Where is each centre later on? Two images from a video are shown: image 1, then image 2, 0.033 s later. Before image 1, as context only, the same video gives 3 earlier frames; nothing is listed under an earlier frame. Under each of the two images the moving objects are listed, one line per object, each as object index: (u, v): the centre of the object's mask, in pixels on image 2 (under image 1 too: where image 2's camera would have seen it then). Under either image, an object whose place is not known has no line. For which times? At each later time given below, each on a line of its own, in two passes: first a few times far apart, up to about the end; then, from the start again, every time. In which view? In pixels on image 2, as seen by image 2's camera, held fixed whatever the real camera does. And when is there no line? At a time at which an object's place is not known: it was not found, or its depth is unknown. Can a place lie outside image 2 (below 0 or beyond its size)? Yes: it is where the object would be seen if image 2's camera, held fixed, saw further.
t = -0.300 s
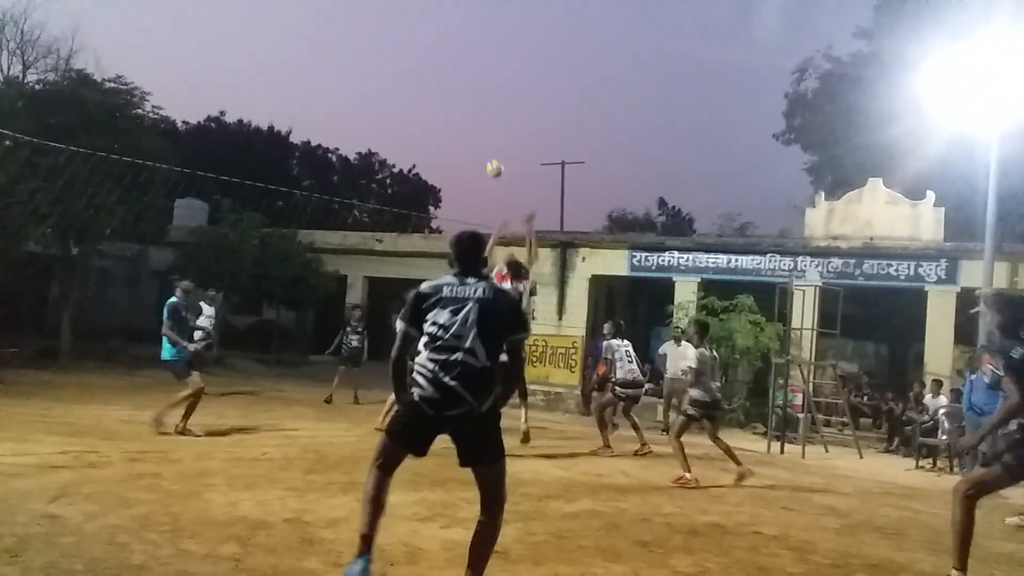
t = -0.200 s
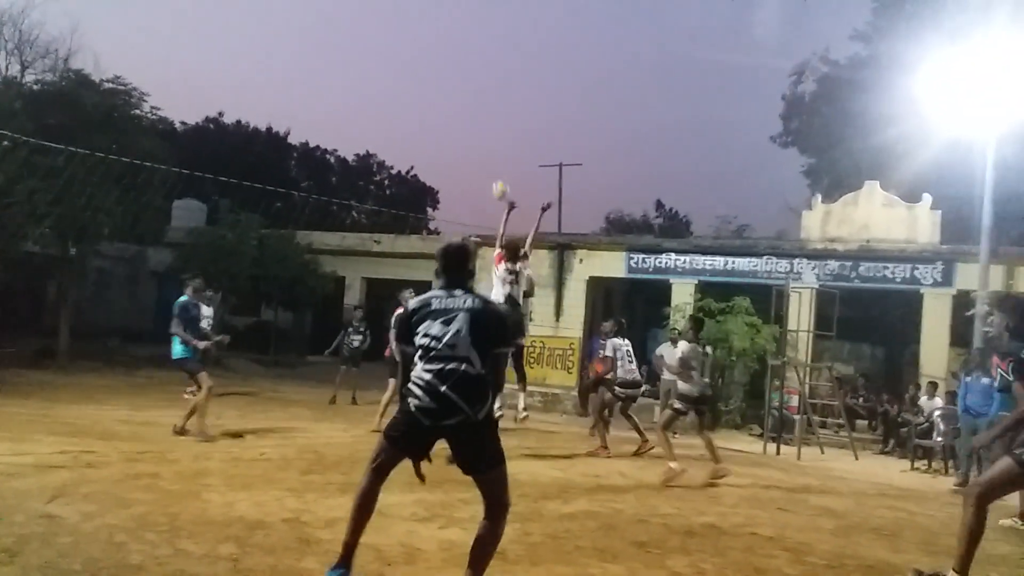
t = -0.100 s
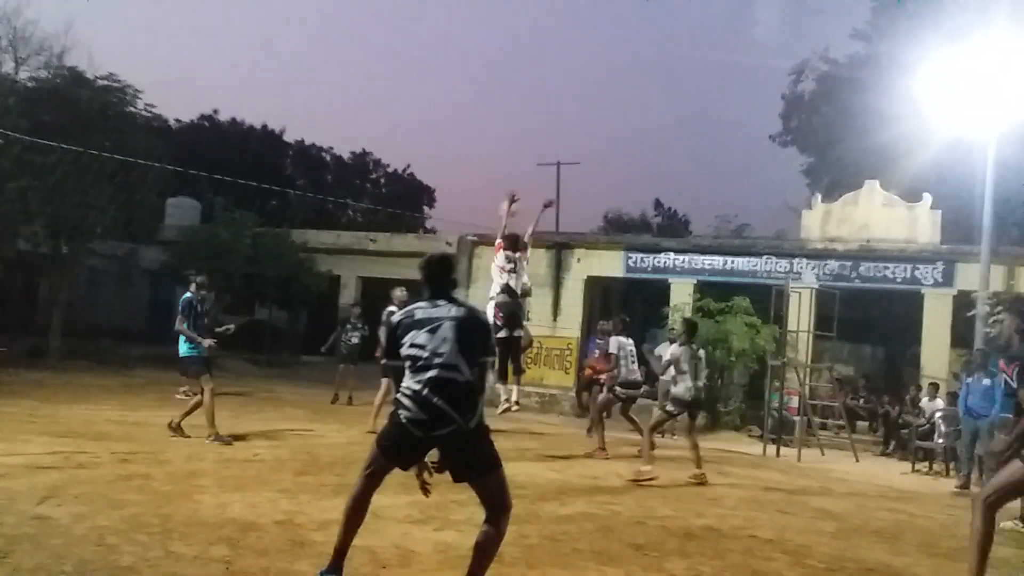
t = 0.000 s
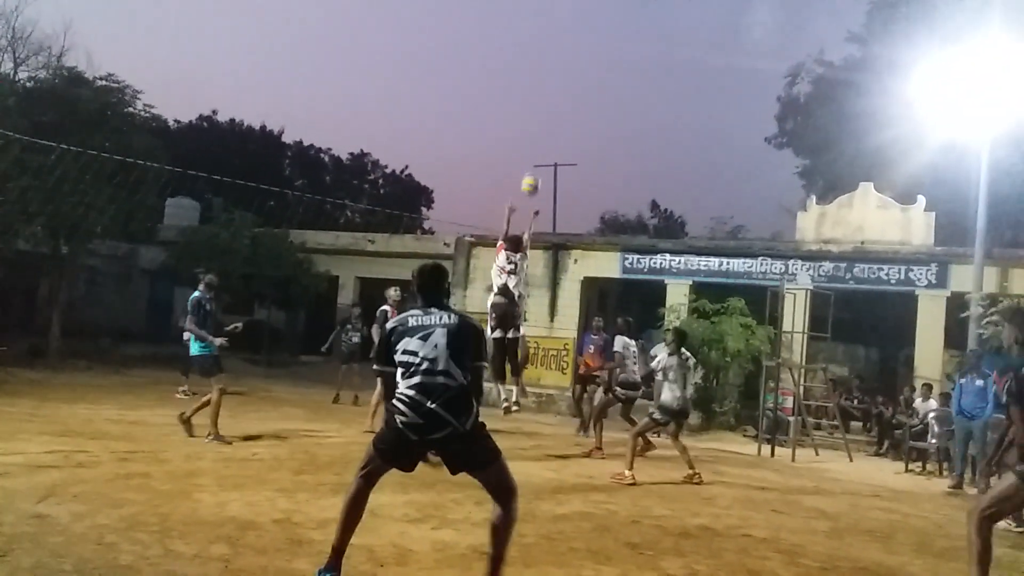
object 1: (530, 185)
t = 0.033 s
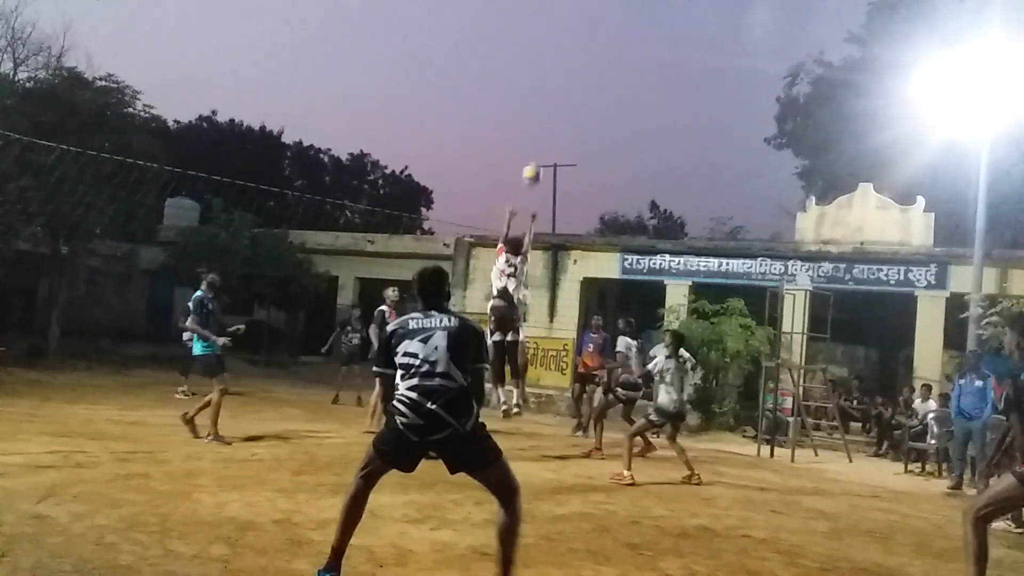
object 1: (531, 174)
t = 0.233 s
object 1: (546, 124)
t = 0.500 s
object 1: (573, 125)
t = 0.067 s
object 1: (534, 163)
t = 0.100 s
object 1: (536, 154)
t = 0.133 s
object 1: (538, 145)
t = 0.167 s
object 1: (541, 138)
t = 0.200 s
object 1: (543, 130)
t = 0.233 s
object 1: (546, 124)
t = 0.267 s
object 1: (549, 120)
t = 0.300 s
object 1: (552, 115)
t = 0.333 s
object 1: (555, 113)
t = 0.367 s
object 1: (558, 112)
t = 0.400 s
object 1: (562, 112)
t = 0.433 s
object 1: (565, 115)
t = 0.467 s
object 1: (569, 118)
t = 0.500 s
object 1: (573, 125)
